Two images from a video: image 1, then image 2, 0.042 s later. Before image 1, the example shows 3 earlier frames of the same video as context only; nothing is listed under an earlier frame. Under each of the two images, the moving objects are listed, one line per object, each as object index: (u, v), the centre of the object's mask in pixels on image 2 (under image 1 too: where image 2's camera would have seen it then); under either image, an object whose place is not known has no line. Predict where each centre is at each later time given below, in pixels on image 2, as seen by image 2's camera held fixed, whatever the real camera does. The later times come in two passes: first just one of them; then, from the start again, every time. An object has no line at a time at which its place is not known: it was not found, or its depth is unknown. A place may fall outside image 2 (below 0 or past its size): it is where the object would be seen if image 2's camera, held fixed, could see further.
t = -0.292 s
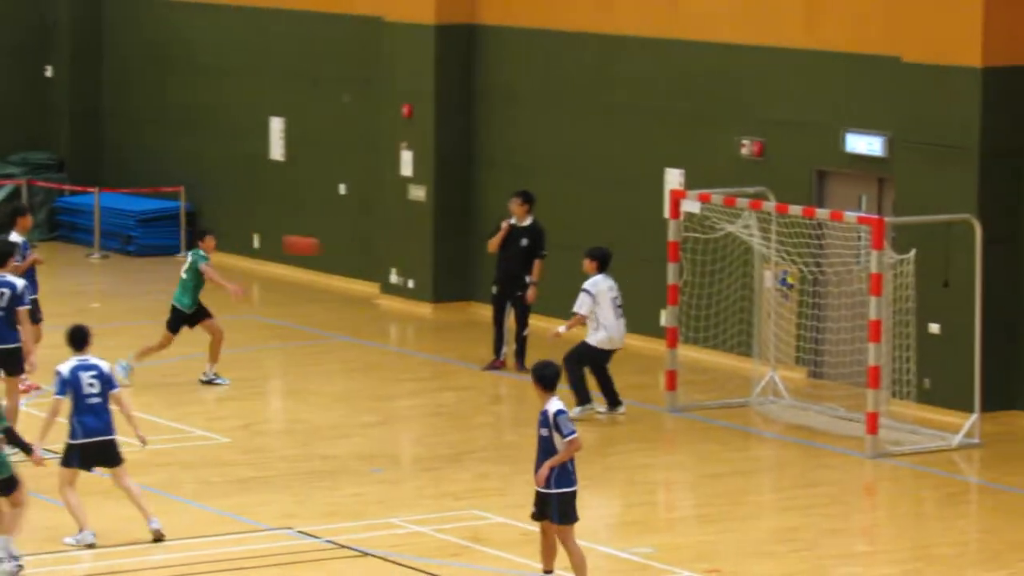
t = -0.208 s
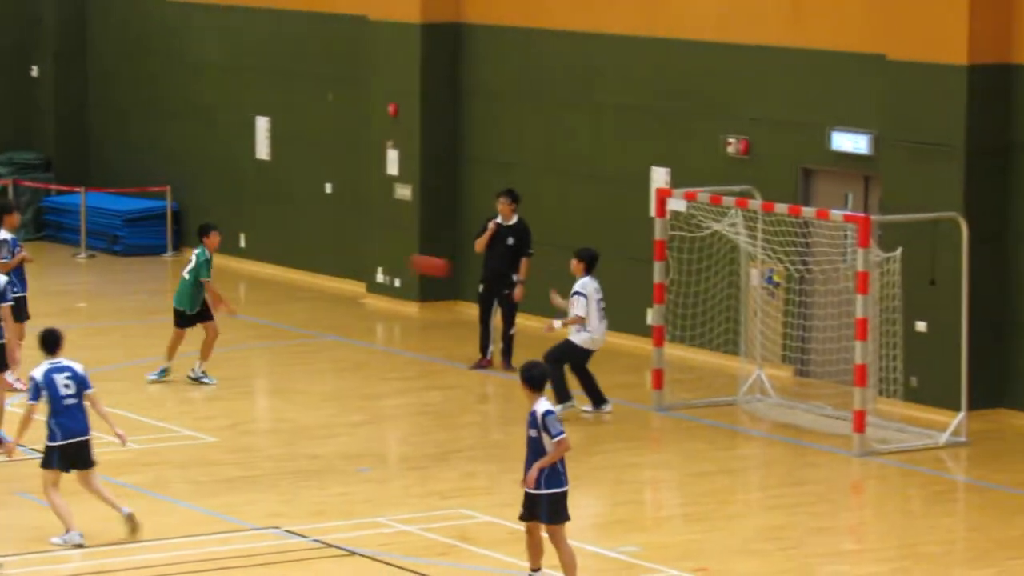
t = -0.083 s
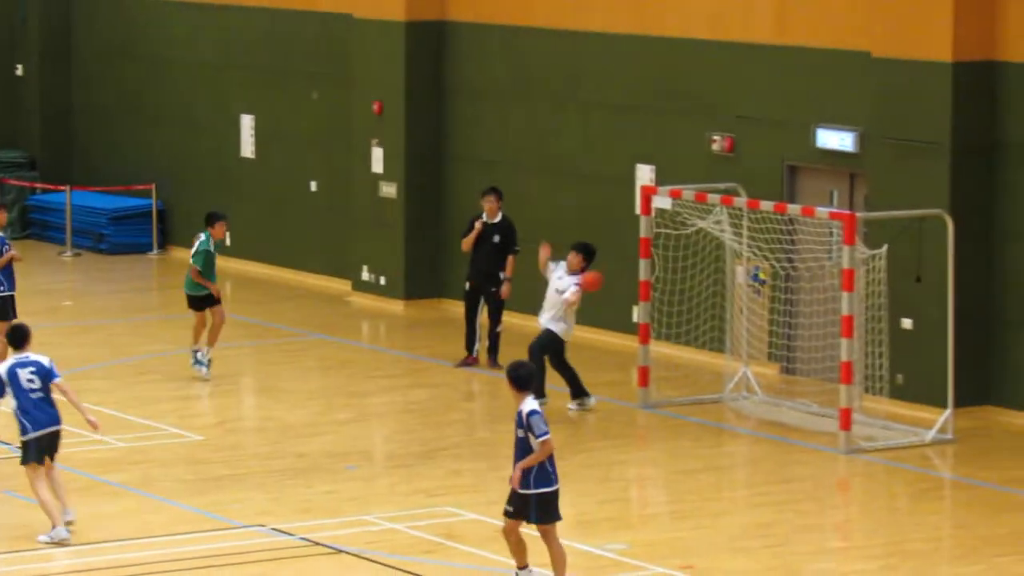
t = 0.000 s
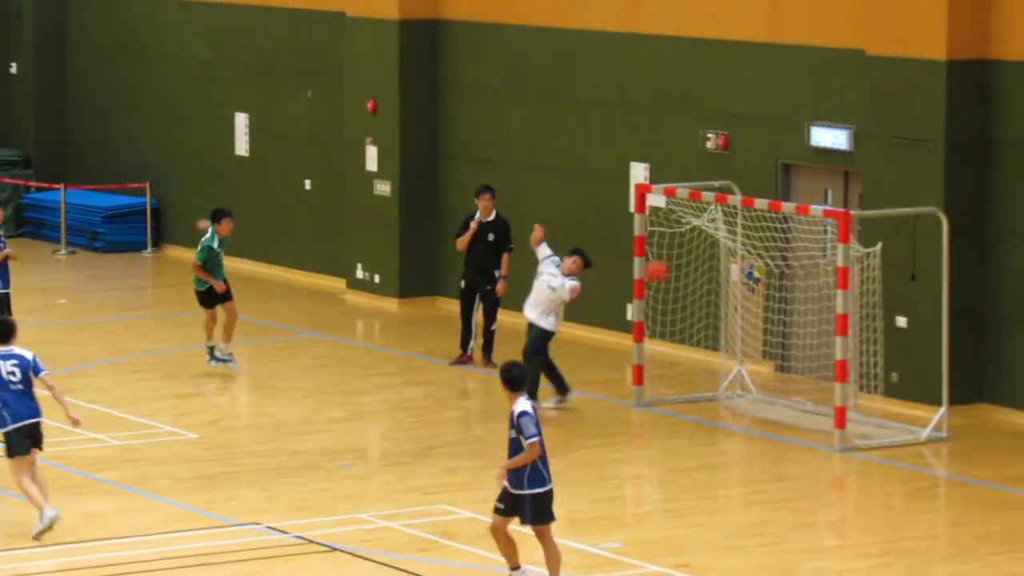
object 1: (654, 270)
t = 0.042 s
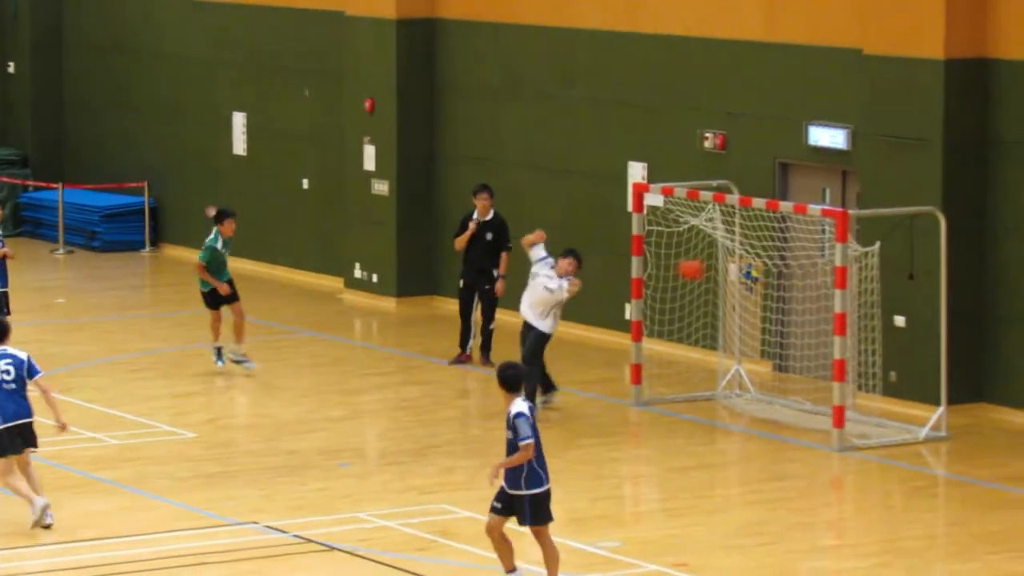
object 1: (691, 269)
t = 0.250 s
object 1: (893, 299)
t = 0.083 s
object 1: (728, 271)
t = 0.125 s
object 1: (768, 274)
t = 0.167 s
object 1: (808, 280)
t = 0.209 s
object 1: (852, 288)
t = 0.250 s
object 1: (893, 299)
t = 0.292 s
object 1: (932, 312)
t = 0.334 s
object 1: (977, 329)
